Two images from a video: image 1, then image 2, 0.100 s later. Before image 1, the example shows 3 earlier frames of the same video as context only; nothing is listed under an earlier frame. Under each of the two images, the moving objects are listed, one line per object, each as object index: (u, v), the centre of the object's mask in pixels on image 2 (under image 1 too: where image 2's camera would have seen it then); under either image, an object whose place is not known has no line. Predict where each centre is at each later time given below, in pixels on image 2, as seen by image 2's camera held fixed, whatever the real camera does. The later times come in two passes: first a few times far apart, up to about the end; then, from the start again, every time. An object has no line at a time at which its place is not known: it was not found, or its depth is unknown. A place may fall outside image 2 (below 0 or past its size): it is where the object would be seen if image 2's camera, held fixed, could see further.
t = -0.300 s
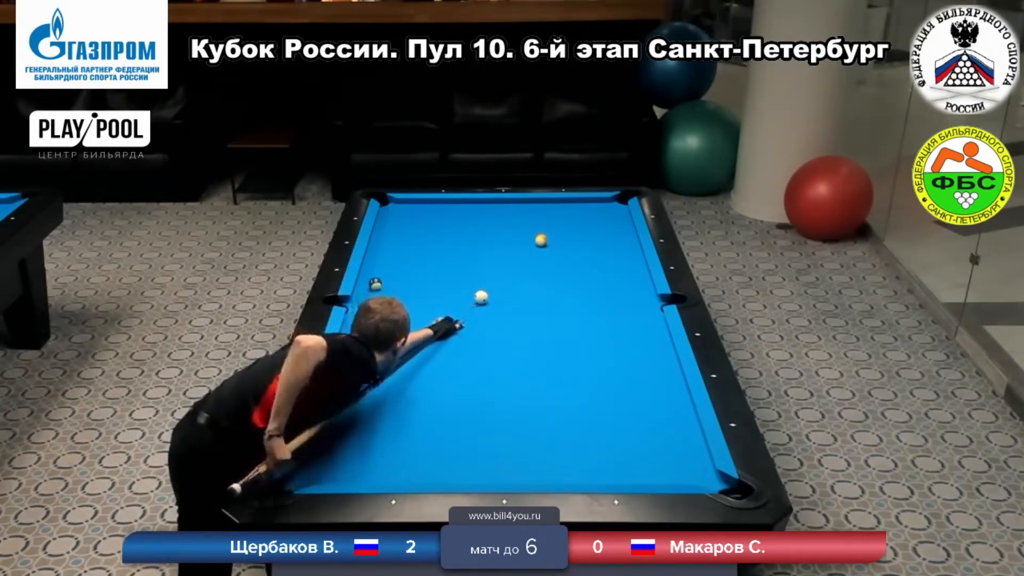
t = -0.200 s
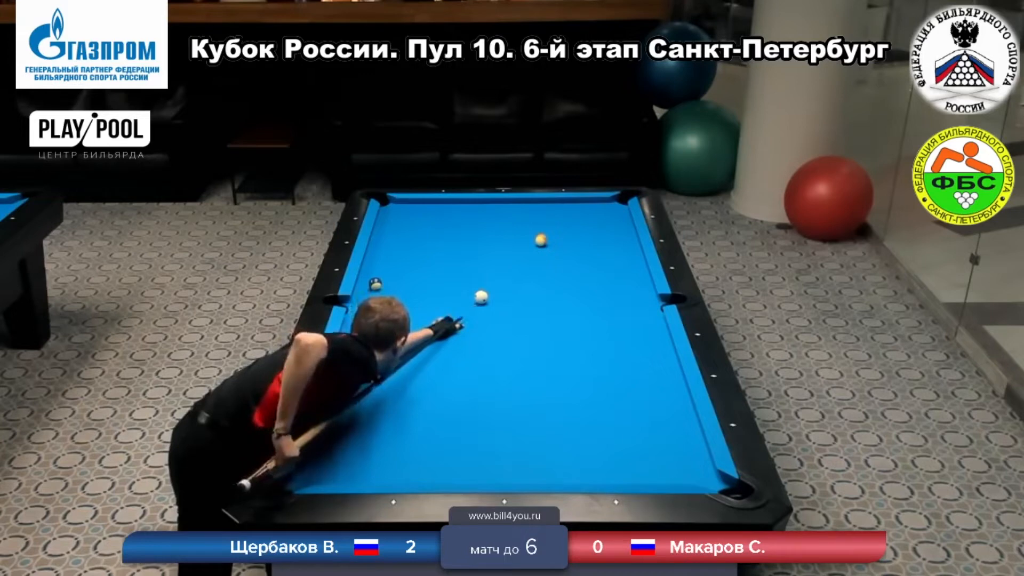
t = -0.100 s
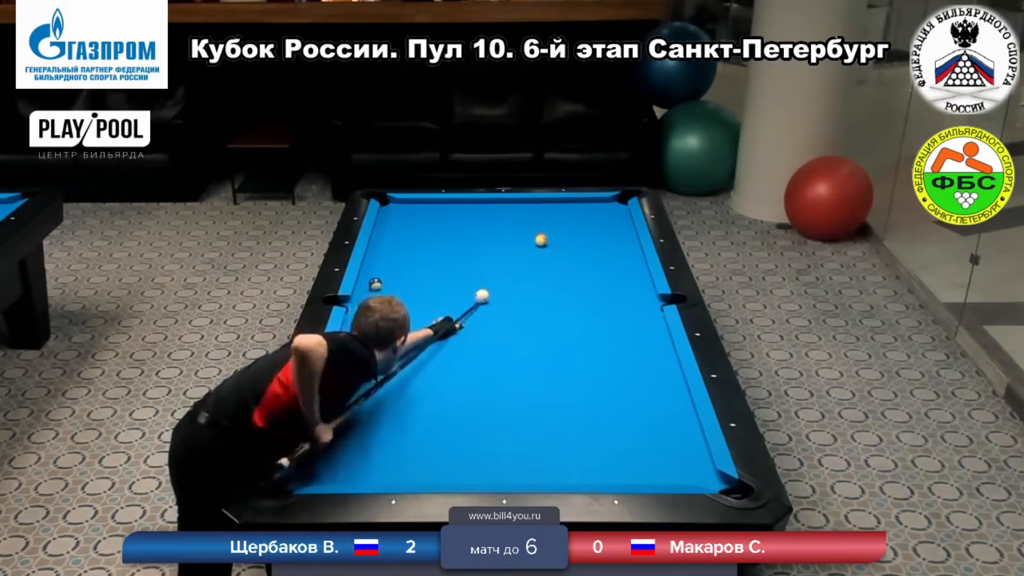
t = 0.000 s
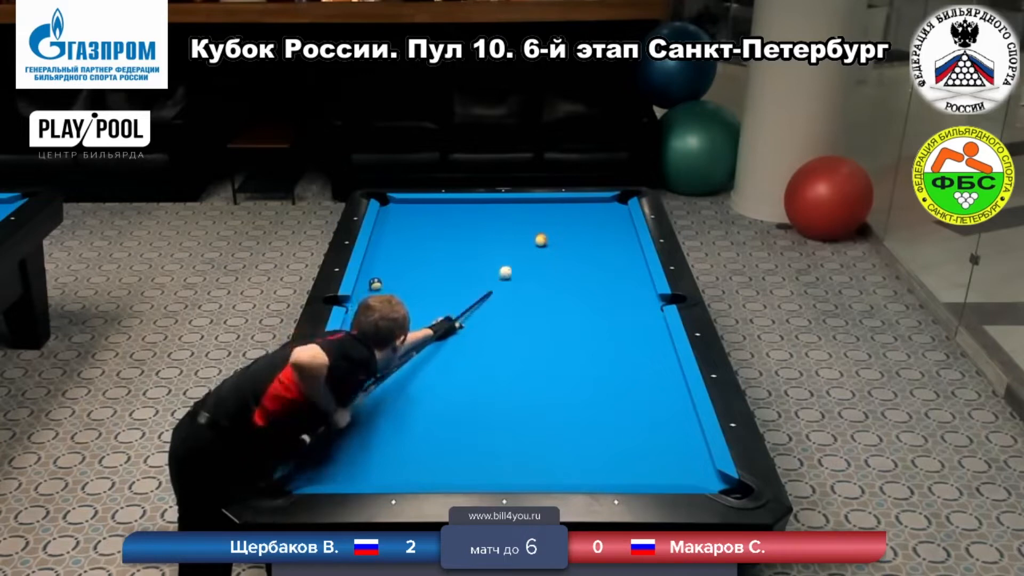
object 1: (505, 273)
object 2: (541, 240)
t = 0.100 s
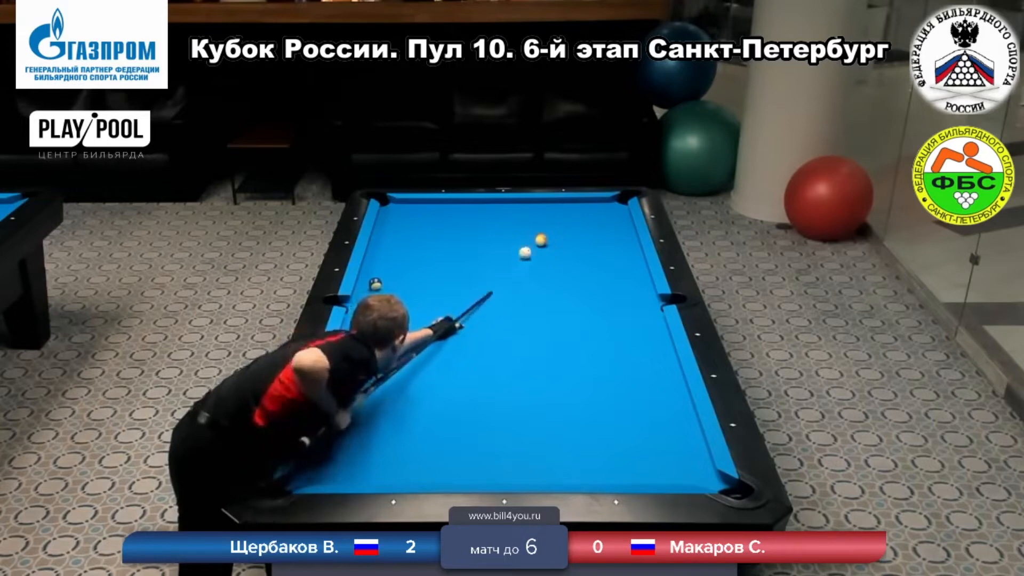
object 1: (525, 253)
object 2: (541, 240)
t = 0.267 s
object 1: (524, 242)
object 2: (569, 226)
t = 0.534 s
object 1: (502, 241)
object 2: (616, 201)
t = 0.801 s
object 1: (483, 241)
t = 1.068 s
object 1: (464, 241)
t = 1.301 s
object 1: (449, 241)
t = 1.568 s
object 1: (433, 241)
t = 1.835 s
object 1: (417, 240)
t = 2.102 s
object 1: (403, 240)
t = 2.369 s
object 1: (390, 240)
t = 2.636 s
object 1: (378, 240)
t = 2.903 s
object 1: (378, 239)
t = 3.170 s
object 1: (384, 239)
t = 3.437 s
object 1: (388, 239)
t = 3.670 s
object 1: (391, 239)
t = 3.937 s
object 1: (393, 239)
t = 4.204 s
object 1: (394, 239)
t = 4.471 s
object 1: (394, 239)
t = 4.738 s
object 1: (394, 239)
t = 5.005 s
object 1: (394, 239)
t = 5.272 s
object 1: (394, 239)
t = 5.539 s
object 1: (394, 239)
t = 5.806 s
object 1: (394, 239)
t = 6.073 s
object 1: (394, 239)
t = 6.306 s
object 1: (394, 239)
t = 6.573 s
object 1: (394, 239)
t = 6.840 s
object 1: (394, 239)
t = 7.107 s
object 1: (394, 239)
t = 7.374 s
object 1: (394, 239)
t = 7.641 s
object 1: (394, 239)
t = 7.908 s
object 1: (394, 239)
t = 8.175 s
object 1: (394, 239)
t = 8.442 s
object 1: (394, 239)
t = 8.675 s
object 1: (394, 239)
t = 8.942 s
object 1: (394, 239)
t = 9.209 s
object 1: (394, 239)
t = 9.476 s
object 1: (394, 239)
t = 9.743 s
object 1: (394, 239)
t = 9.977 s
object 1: (394, 239)
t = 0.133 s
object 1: (531, 247)
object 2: (541, 240)
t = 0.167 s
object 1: (533, 244)
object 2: (545, 238)
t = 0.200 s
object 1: (530, 243)
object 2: (553, 234)
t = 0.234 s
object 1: (527, 242)
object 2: (561, 230)
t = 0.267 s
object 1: (524, 242)
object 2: (569, 226)
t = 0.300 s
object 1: (521, 242)
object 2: (575, 222)
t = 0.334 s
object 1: (518, 242)
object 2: (582, 219)
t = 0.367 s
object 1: (516, 242)
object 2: (588, 216)
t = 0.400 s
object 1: (513, 242)
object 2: (594, 212)
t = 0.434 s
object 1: (510, 241)
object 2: (600, 209)
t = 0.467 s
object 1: (508, 242)
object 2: (605, 207)
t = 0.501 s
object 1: (505, 241)
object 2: (611, 204)
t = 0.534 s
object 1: (502, 241)
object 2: (616, 201)
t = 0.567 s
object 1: (500, 241)
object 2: (621, 198)
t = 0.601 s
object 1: (497, 241)
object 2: (626, 196)
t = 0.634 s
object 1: (495, 241)
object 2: (632, 196)
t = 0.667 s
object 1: (492, 241)
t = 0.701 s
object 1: (490, 241)
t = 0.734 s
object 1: (487, 241)
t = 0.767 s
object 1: (485, 241)
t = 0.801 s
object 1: (483, 241)
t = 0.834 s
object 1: (480, 241)
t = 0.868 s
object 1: (478, 241)
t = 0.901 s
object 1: (476, 241)
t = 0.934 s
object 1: (473, 241)
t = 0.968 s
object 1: (471, 241)
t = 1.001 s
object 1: (469, 241)
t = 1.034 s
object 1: (466, 241)
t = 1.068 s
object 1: (464, 241)
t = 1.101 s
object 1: (462, 241)
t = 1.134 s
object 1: (460, 241)
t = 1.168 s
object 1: (457, 241)
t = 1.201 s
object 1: (455, 241)
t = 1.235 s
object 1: (453, 241)
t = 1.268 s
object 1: (451, 241)
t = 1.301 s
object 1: (449, 241)
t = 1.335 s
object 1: (447, 241)
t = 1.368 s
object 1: (445, 241)
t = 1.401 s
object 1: (443, 241)
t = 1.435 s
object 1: (440, 241)
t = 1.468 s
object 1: (438, 241)
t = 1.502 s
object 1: (436, 241)
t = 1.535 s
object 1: (434, 241)
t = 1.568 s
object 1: (433, 241)
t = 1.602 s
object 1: (430, 241)
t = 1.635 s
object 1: (429, 241)
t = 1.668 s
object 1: (427, 241)
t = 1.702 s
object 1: (425, 241)
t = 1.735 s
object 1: (423, 241)
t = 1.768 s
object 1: (421, 240)
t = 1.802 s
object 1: (419, 240)
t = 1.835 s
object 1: (417, 240)
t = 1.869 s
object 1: (416, 240)
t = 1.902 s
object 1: (414, 240)
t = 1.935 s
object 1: (412, 240)
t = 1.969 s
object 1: (410, 240)
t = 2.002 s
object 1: (408, 240)
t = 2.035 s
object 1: (407, 240)
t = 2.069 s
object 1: (405, 240)
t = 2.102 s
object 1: (403, 240)
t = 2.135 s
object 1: (401, 240)
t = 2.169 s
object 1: (400, 240)
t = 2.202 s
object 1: (398, 240)
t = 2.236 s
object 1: (397, 240)
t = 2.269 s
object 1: (395, 240)
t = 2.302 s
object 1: (393, 240)
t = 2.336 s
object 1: (392, 240)
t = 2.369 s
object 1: (390, 240)
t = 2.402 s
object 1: (389, 240)
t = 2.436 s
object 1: (387, 240)
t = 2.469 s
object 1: (386, 240)
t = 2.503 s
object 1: (384, 240)
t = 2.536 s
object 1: (383, 240)
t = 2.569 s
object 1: (381, 240)
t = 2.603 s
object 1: (380, 240)
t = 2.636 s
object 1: (378, 240)
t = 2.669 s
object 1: (377, 240)
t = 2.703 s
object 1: (376, 239)
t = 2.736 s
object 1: (375, 239)
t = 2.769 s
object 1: (376, 239)
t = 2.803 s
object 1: (376, 239)
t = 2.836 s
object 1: (377, 239)
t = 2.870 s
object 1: (377, 239)
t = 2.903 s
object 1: (378, 239)
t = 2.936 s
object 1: (379, 239)
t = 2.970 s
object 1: (380, 239)
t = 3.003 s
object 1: (381, 239)
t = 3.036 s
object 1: (381, 239)
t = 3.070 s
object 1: (382, 239)
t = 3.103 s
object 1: (382, 239)
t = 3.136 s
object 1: (383, 239)
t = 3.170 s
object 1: (384, 239)
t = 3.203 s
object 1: (384, 239)
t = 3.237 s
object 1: (385, 239)
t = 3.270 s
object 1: (386, 239)
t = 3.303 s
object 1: (386, 239)
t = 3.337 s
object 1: (387, 239)
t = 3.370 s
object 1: (387, 239)
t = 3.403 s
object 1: (388, 239)
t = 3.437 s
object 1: (388, 239)
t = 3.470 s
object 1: (389, 239)
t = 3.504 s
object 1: (389, 239)
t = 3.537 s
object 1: (389, 239)
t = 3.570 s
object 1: (390, 239)
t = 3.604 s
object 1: (390, 239)
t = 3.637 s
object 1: (390, 239)
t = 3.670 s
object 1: (391, 239)
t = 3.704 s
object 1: (391, 239)
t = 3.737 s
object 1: (391, 239)
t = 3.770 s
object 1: (392, 239)
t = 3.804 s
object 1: (392, 239)
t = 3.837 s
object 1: (392, 239)
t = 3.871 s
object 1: (393, 239)
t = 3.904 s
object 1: (393, 239)
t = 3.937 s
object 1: (393, 239)
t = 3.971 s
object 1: (393, 239)
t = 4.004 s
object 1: (393, 239)
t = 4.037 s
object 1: (393, 239)
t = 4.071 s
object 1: (393, 239)
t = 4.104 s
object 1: (394, 239)
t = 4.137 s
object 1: (394, 239)
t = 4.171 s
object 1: (394, 239)
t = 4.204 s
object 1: (394, 239)
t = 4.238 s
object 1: (394, 239)
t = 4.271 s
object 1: (394, 239)
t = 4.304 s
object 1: (394, 239)
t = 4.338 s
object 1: (394, 239)
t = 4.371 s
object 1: (394, 239)
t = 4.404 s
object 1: (394, 239)
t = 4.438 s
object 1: (394, 239)
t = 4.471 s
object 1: (394, 239)
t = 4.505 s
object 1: (394, 239)
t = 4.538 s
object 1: (394, 239)
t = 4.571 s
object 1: (394, 239)
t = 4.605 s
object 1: (394, 239)
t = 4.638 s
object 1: (394, 239)
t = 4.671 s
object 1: (394, 239)
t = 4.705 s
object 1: (394, 239)
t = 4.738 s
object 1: (394, 239)
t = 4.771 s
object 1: (394, 239)
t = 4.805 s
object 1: (394, 239)
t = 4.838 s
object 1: (394, 239)
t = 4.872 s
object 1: (394, 239)
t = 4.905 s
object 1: (394, 239)
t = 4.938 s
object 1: (394, 239)
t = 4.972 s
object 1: (394, 239)
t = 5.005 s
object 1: (394, 239)
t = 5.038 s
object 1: (394, 239)
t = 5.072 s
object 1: (394, 239)
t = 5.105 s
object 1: (394, 239)
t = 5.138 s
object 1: (394, 239)
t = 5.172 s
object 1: (394, 239)
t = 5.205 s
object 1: (394, 239)
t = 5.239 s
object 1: (394, 239)
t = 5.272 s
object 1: (394, 239)
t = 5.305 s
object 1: (394, 239)
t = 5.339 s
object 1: (394, 239)
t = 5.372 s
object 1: (394, 239)
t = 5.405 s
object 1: (394, 239)
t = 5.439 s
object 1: (394, 239)
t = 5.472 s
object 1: (394, 239)
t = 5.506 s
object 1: (394, 239)
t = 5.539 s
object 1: (394, 239)
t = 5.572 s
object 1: (394, 239)
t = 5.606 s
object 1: (394, 239)
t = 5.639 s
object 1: (394, 239)
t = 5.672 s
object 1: (394, 239)
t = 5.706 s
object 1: (394, 239)
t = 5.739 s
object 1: (394, 239)
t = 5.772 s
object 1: (394, 239)
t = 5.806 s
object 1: (394, 239)
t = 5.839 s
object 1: (394, 239)
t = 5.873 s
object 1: (394, 239)
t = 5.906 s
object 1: (394, 239)
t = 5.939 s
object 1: (394, 239)
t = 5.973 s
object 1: (394, 239)
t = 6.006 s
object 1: (394, 239)
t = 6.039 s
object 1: (394, 239)
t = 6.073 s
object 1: (394, 239)
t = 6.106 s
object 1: (394, 239)
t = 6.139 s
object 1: (394, 239)
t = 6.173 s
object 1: (394, 239)
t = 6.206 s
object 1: (394, 239)
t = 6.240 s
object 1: (394, 239)
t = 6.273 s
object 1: (394, 239)
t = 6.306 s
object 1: (394, 239)
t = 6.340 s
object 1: (394, 239)
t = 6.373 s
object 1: (394, 239)
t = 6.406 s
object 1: (394, 239)
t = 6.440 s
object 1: (394, 239)
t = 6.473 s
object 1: (394, 239)
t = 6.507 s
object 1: (394, 239)
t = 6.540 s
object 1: (394, 239)
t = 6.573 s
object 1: (394, 239)
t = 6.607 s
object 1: (394, 239)
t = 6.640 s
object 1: (394, 239)
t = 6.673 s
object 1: (394, 239)
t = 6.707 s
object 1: (394, 239)
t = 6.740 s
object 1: (394, 239)
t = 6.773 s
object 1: (394, 239)
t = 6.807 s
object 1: (394, 239)
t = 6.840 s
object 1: (394, 239)
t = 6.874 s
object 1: (394, 239)
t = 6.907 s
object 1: (394, 239)
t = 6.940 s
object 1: (394, 239)
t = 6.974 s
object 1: (394, 239)
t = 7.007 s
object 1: (394, 239)
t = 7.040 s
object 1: (394, 239)
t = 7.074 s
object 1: (394, 239)
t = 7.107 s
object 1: (394, 239)
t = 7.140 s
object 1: (394, 239)
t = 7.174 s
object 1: (394, 239)
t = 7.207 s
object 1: (394, 239)
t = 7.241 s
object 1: (394, 239)
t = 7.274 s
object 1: (394, 239)
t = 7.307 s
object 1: (394, 239)
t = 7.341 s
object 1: (394, 239)
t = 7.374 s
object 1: (394, 239)
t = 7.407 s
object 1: (394, 239)
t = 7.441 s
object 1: (394, 239)
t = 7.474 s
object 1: (394, 239)
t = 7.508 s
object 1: (394, 239)
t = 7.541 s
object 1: (394, 239)
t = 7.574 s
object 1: (394, 239)
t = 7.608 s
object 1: (394, 239)
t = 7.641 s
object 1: (394, 239)
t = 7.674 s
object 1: (394, 239)
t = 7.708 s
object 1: (394, 239)
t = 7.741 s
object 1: (394, 239)
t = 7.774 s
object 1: (394, 239)
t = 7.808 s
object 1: (394, 239)
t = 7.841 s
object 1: (394, 239)
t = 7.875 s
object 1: (394, 239)
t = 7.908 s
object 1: (394, 239)
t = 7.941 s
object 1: (394, 239)
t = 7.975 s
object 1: (394, 239)
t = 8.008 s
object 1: (394, 239)
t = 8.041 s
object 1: (394, 239)
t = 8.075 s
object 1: (394, 239)
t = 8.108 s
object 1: (394, 239)
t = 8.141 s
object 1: (394, 239)
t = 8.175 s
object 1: (394, 239)
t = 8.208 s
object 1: (394, 239)
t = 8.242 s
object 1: (394, 239)
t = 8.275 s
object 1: (394, 239)
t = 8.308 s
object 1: (394, 239)
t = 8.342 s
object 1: (394, 239)
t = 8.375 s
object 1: (394, 239)
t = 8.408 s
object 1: (394, 239)
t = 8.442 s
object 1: (394, 239)
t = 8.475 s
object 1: (394, 239)
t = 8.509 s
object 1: (394, 239)
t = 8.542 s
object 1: (394, 239)
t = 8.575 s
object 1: (394, 239)
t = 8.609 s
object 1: (394, 239)
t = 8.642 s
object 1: (394, 239)
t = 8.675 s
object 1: (394, 239)
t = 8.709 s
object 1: (394, 239)
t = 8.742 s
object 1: (394, 239)
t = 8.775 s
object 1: (394, 239)
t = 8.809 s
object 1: (394, 239)
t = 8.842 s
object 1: (394, 239)
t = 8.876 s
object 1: (394, 239)
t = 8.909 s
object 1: (394, 239)
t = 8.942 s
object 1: (394, 239)
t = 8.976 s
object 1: (394, 239)
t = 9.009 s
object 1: (394, 239)
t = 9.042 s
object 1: (394, 239)
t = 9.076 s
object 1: (394, 239)
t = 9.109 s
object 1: (394, 239)
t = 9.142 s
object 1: (394, 239)
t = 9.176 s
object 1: (394, 239)
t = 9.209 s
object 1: (394, 239)
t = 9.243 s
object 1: (394, 239)
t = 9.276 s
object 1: (394, 239)
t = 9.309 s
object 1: (394, 239)
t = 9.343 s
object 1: (394, 239)
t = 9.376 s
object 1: (394, 239)
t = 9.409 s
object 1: (394, 239)
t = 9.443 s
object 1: (394, 239)
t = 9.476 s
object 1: (394, 239)
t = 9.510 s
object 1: (394, 239)
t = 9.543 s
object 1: (394, 239)
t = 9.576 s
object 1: (394, 239)
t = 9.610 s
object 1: (394, 239)
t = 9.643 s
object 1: (394, 239)
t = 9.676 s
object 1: (394, 239)
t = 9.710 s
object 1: (394, 239)
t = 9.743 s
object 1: (394, 239)
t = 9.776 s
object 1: (394, 239)
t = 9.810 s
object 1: (394, 239)
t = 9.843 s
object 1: (394, 239)
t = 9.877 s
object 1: (394, 239)
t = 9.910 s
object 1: (394, 239)
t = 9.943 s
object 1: (394, 239)
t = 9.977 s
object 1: (394, 239)
